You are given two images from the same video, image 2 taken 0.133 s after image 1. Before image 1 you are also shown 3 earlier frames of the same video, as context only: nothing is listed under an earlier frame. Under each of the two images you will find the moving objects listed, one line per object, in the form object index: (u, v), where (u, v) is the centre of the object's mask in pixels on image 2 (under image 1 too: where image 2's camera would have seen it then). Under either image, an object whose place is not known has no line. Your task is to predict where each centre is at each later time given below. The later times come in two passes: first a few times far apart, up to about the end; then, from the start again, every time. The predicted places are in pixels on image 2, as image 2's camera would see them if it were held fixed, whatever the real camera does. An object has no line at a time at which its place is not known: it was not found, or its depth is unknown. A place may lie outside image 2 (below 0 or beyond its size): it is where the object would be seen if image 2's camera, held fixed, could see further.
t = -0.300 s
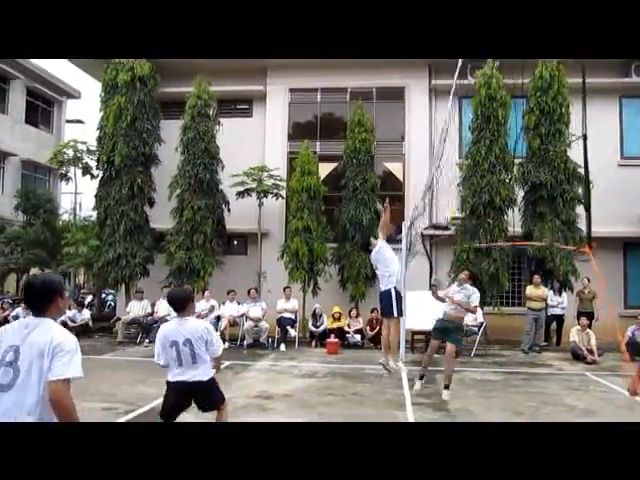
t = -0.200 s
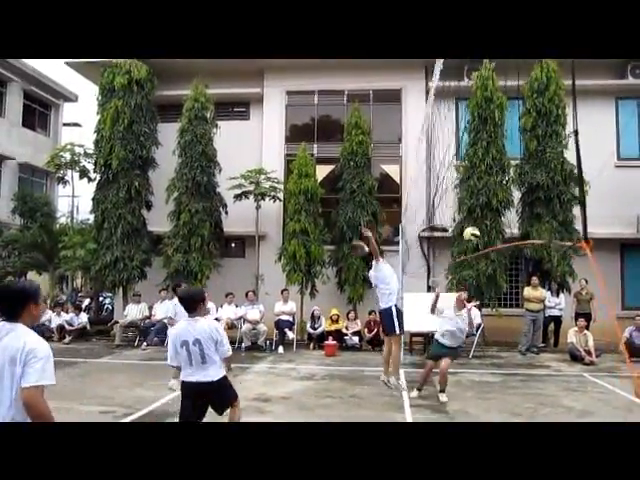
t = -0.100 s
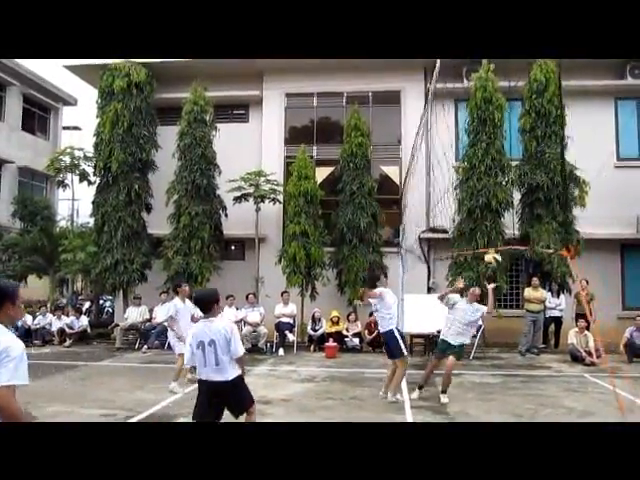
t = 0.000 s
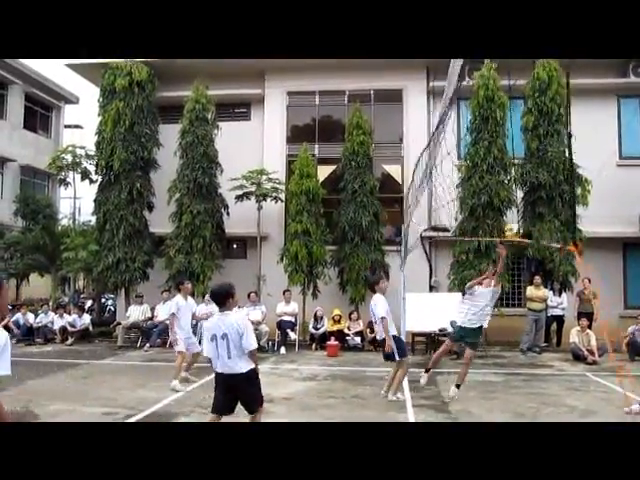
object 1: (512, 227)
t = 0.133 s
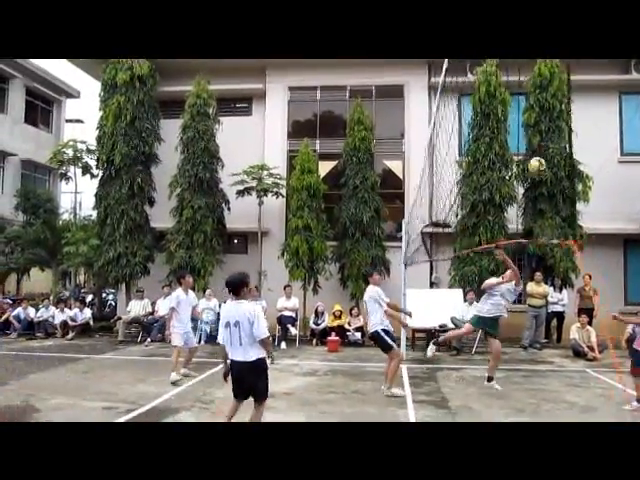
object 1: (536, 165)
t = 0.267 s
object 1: (558, 117)
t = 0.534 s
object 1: (601, 67)
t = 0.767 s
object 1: (635, 66)
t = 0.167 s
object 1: (542, 151)
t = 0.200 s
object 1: (547, 139)
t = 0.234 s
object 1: (552, 128)
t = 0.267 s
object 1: (558, 117)
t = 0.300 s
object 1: (564, 106)
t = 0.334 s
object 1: (567, 98)
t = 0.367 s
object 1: (575, 92)
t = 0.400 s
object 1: (582, 85)
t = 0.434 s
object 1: (585, 79)
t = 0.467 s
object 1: (591, 73)
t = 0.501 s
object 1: (595, 70)
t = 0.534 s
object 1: (601, 67)
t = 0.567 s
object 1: (607, 65)
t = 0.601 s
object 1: (612, 65)
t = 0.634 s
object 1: (616, 64)
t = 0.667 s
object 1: (620, 64)
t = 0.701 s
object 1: (625, 64)
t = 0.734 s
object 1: (632, 64)
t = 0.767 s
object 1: (635, 66)
